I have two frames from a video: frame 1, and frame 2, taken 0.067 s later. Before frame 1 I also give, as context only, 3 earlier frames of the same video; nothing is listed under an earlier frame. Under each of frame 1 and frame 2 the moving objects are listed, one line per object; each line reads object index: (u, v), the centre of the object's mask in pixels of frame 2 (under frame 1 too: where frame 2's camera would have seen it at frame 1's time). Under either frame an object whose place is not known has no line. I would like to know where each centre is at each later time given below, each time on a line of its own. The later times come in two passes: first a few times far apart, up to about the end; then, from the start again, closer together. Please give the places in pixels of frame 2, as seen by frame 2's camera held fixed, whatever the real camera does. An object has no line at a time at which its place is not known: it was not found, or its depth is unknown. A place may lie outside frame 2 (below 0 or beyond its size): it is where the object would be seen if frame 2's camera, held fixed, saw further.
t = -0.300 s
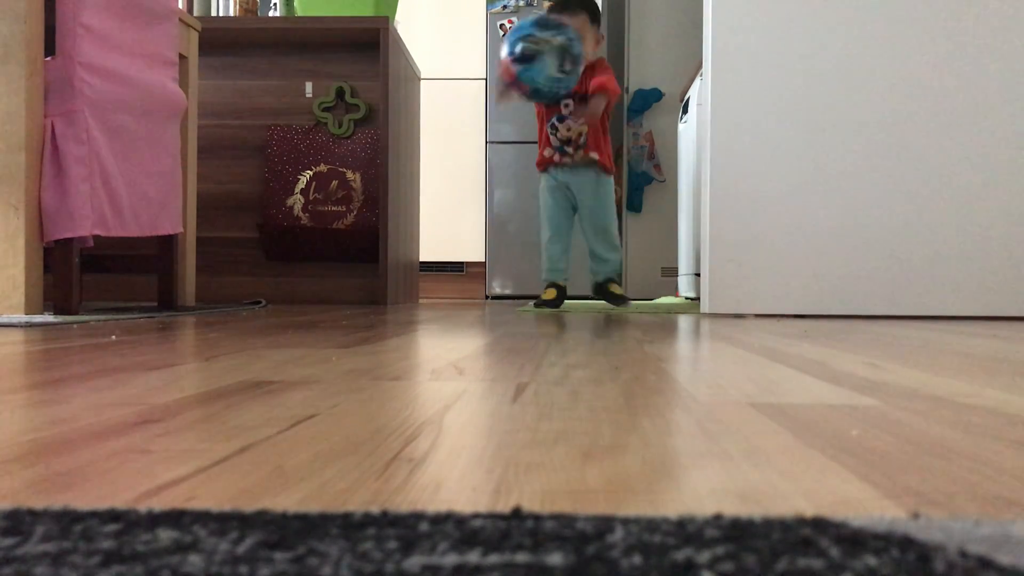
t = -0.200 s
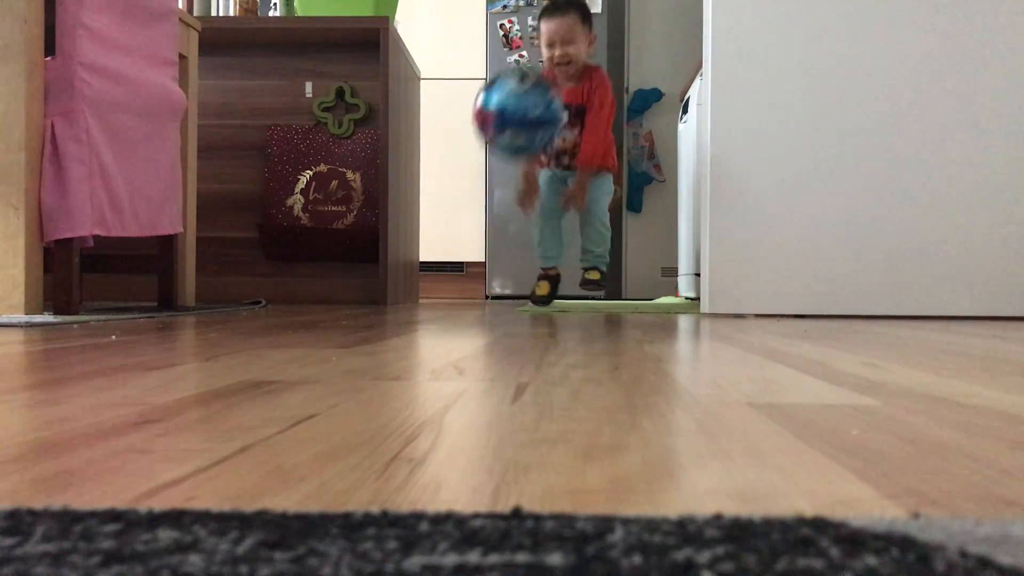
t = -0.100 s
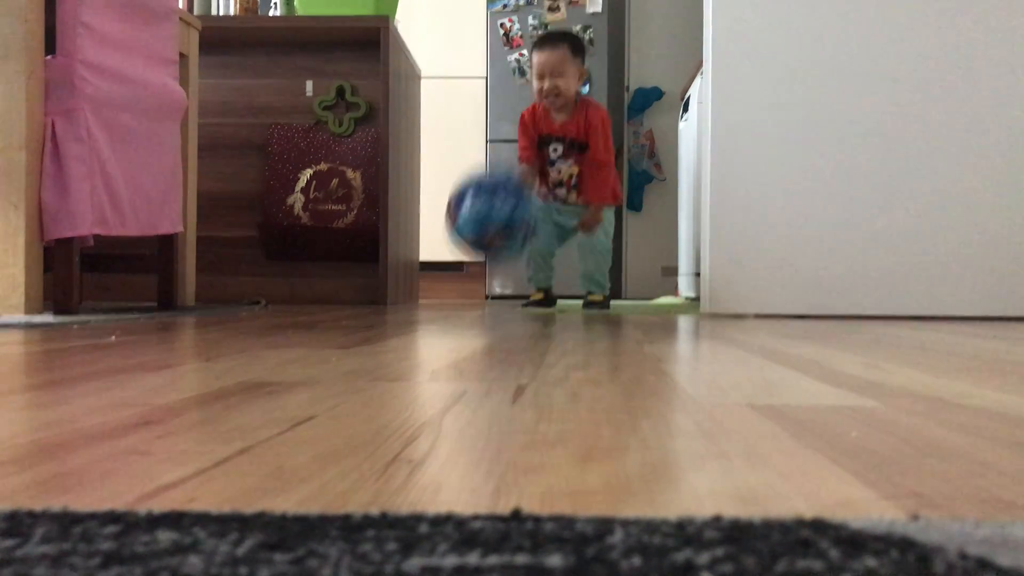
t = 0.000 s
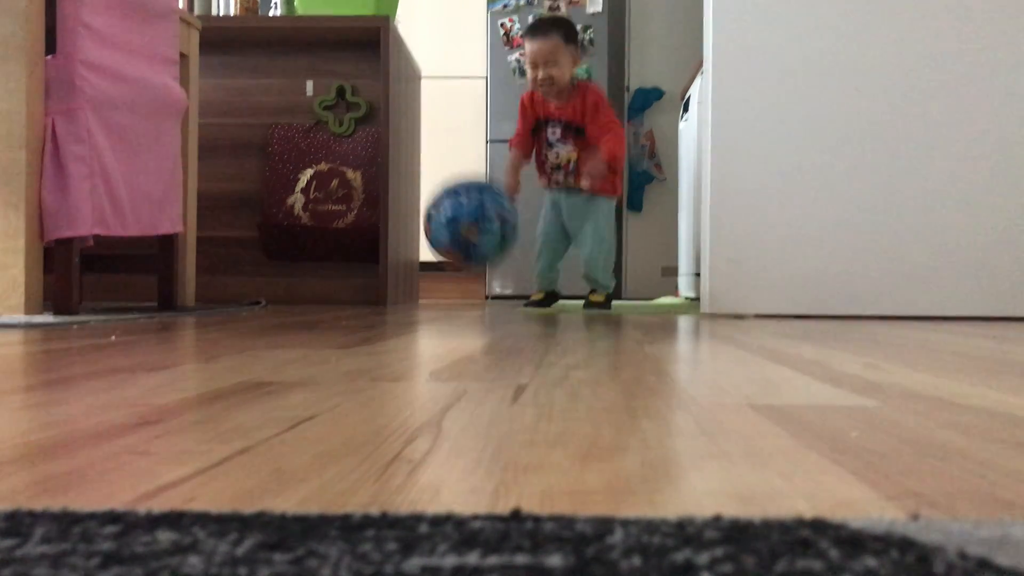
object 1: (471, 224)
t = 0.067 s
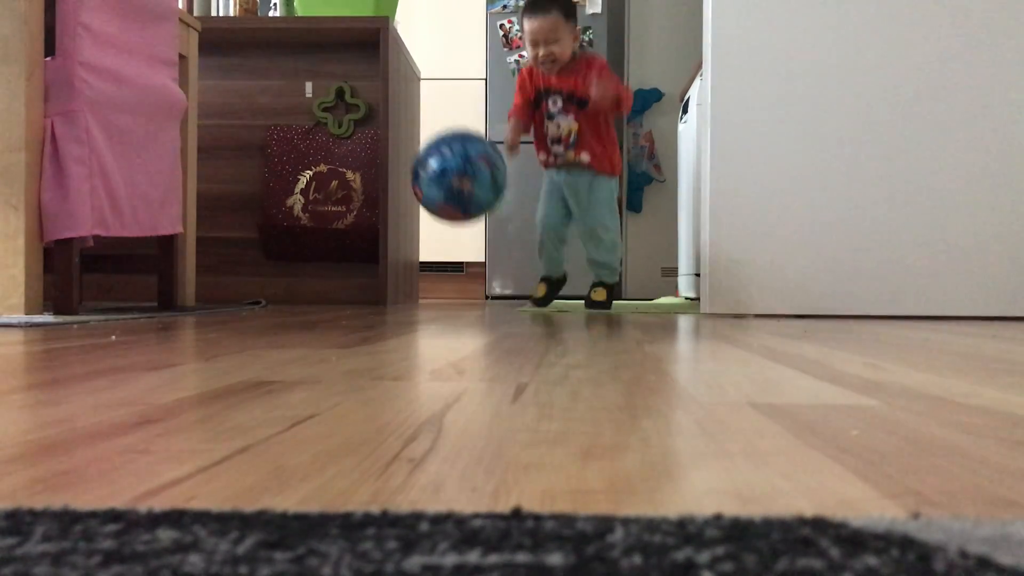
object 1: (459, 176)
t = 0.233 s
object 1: (428, 143)
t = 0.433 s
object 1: (389, 271)
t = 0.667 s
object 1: (344, 204)
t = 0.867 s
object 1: (309, 239)
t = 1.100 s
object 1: (271, 261)
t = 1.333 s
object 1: (235, 260)
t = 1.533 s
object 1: (204, 261)
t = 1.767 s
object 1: (175, 265)
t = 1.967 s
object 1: (164, 266)
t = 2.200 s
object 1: (156, 266)
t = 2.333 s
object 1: (154, 267)
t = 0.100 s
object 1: (453, 160)
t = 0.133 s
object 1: (447, 148)
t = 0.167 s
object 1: (440, 142)
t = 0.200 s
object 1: (434, 140)
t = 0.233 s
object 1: (428, 143)
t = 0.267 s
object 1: (422, 152)
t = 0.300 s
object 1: (416, 166)
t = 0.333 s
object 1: (409, 184)
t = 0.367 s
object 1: (401, 209)
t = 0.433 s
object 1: (389, 271)
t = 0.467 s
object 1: (382, 249)
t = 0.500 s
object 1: (376, 229)
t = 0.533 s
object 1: (370, 214)
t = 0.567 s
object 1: (364, 204)
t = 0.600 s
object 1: (358, 199)
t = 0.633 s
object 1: (351, 199)
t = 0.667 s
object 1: (344, 204)
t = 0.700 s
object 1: (338, 214)
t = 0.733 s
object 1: (332, 229)
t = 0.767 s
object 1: (326, 249)
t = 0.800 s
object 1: (319, 269)
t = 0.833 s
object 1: (314, 254)
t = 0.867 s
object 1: (309, 239)
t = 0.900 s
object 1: (303, 231)
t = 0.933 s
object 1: (298, 227)
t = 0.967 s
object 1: (293, 228)
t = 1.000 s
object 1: (287, 234)
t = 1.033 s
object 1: (282, 246)
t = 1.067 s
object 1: (277, 262)
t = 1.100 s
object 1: (271, 261)
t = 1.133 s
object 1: (266, 250)
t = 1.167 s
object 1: (260, 245)
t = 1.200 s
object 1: (255, 244)
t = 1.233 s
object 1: (250, 248)
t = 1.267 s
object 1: (245, 257)
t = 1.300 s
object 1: (240, 269)
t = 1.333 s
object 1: (235, 260)
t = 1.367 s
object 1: (230, 254)
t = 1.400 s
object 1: (224, 254)
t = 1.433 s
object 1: (219, 259)
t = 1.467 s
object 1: (214, 268)
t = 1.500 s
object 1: (209, 264)
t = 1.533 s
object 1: (204, 261)
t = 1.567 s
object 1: (199, 261)
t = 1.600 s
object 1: (194, 266)
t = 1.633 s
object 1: (189, 267)
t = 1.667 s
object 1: (185, 264)
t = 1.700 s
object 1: (181, 265)
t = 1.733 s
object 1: (177, 268)
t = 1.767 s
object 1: (175, 265)
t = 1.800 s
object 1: (173, 266)
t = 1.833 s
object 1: (171, 266)
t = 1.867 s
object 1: (169, 266)
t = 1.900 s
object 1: (167, 266)
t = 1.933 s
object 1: (166, 266)
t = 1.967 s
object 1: (164, 266)
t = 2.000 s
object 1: (163, 266)
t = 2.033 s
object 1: (162, 266)
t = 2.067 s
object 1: (160, 266)
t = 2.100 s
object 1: (159, 266)
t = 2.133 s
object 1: (158, 266)
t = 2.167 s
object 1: (157, 266)
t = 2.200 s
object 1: (156, 266)
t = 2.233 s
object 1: (155, 266)
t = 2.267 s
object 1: (155, 266)
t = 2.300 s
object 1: (154, 266)
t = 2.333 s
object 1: (154, 267)
